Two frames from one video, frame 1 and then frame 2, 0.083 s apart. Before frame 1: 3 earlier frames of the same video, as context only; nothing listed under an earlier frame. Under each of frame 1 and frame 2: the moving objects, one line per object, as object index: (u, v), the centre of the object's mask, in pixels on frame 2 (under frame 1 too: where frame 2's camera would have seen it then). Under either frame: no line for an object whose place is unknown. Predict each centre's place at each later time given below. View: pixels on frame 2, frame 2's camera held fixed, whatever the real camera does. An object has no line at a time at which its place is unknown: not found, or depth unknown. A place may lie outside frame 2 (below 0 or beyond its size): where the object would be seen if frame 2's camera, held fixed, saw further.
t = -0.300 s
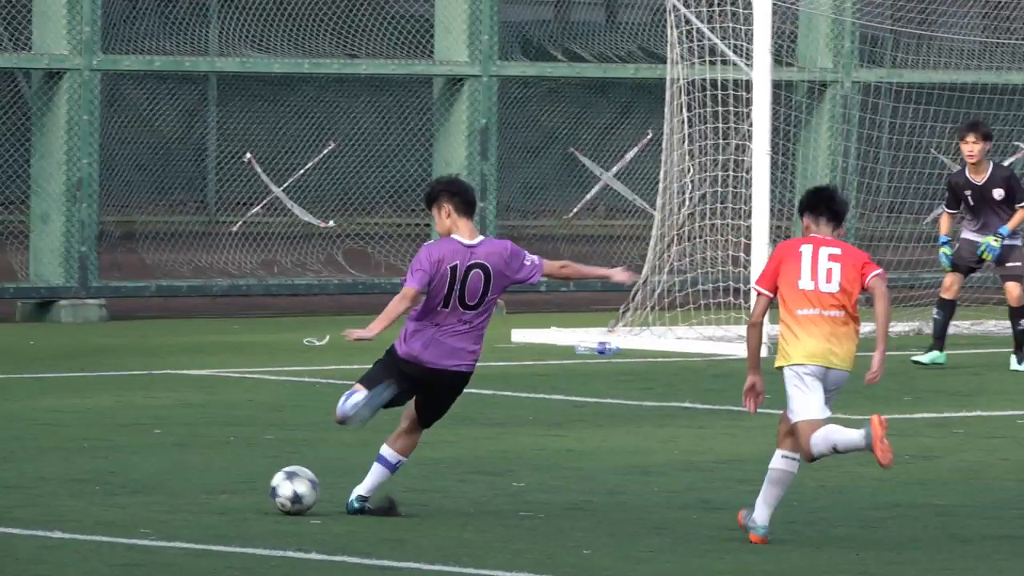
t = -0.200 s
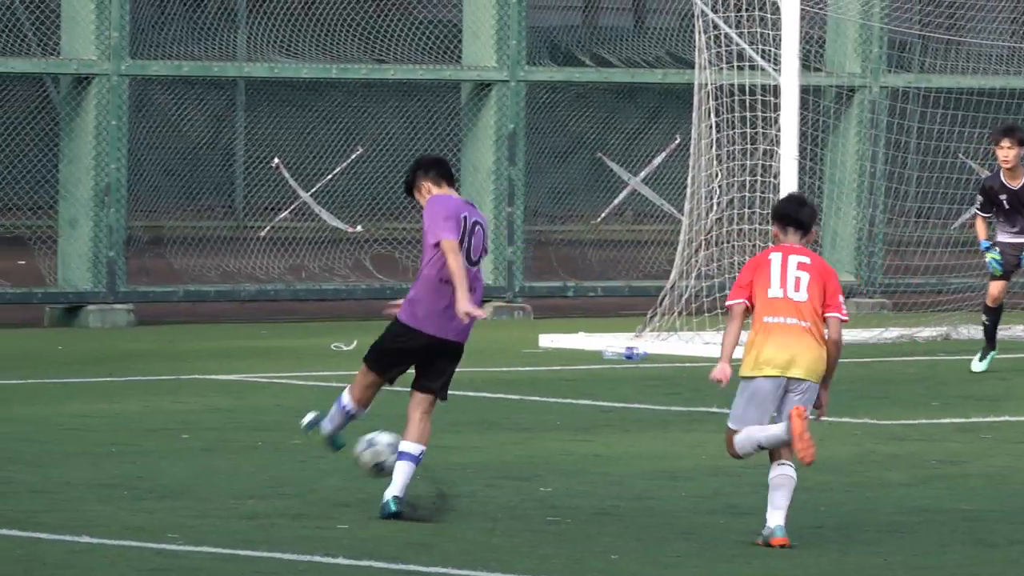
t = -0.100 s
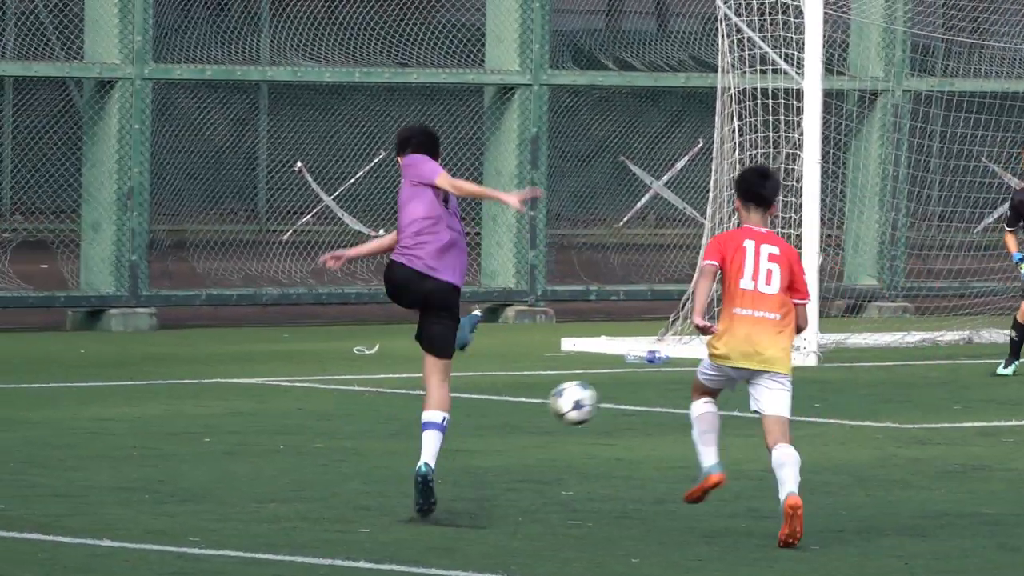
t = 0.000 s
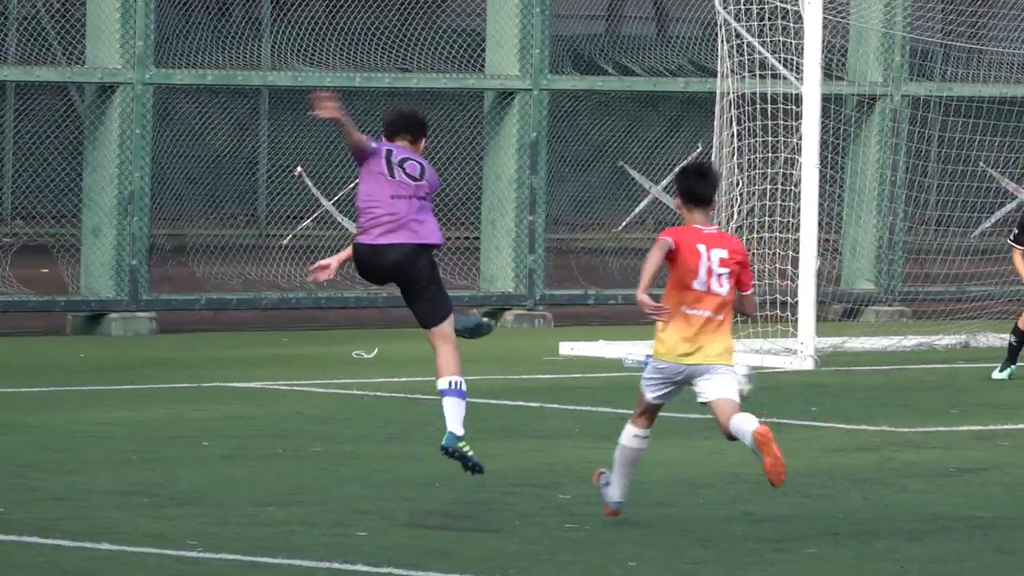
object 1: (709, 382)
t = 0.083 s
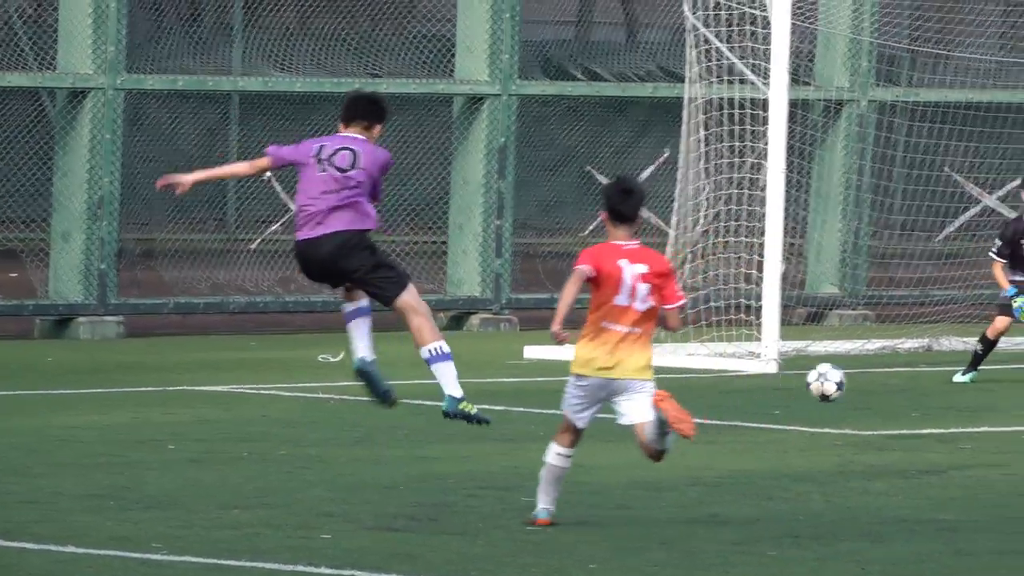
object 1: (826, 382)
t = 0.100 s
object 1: (850, 383)
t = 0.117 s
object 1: (874, 385)
